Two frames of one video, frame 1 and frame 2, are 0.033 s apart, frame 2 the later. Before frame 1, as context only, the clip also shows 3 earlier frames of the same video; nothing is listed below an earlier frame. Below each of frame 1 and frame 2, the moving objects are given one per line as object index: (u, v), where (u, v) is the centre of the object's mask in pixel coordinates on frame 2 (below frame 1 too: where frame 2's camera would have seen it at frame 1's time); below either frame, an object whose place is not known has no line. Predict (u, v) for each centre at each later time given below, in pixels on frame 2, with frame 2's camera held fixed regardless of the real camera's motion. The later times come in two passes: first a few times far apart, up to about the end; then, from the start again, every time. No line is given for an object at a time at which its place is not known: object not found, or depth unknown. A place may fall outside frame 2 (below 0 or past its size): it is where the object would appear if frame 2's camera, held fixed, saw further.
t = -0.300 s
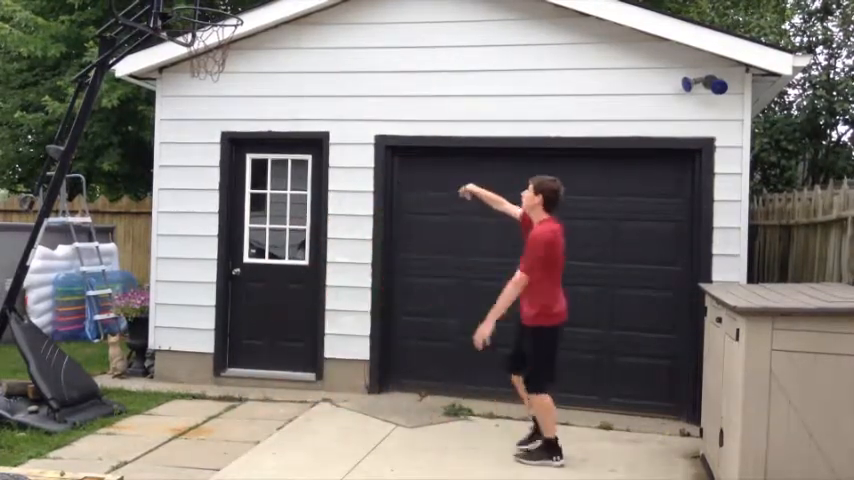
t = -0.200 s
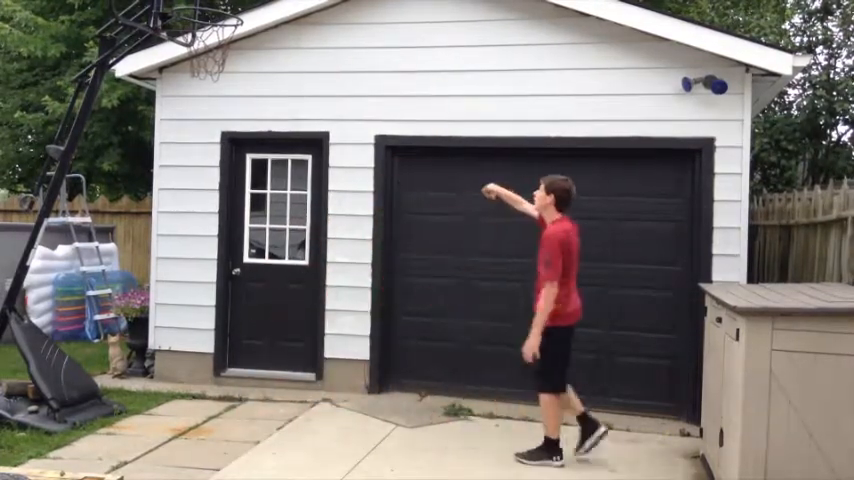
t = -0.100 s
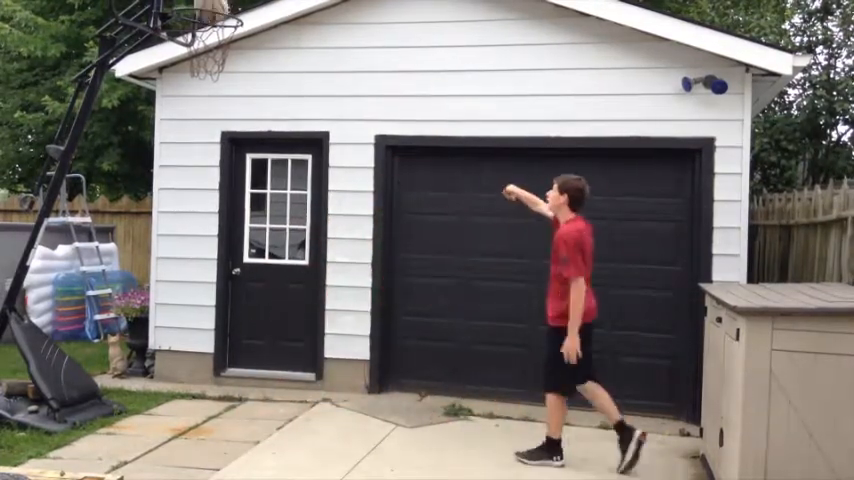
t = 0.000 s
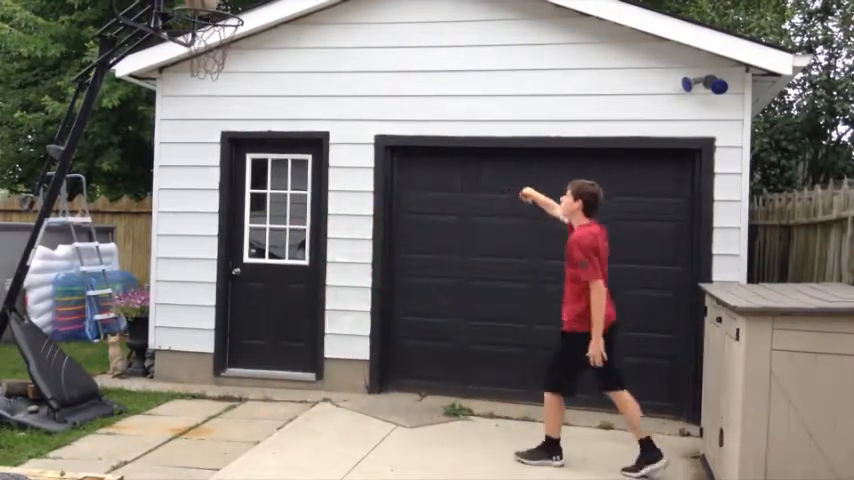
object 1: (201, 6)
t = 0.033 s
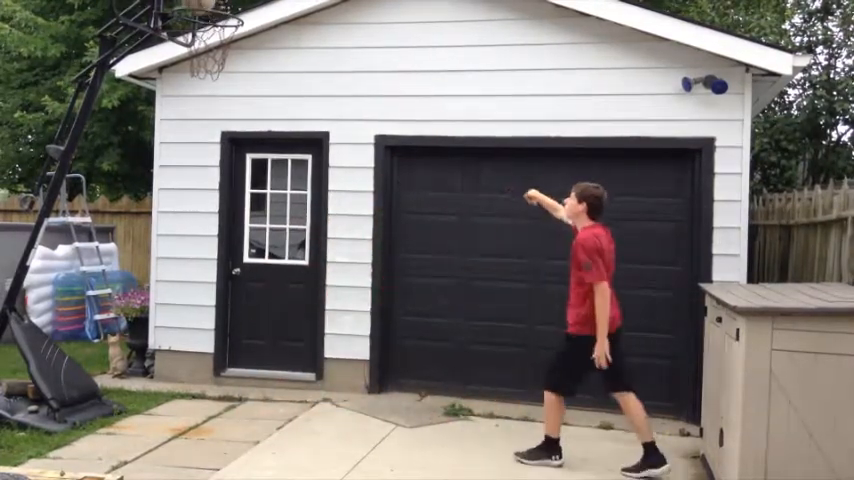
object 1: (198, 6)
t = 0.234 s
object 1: (202, 10)
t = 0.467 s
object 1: (220, 47)
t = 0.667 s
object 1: (218, 91)
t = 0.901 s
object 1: (213, 205)
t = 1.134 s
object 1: (202, 387)
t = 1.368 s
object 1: (205, 281)
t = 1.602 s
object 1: (208, 205)
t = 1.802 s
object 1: (208, 195)
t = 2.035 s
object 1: (206, 251)
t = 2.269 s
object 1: (202, 377)
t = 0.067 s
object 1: (195, 6)
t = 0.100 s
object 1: (192, 6)
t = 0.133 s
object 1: (191, 7)
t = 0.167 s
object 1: (194, 8)
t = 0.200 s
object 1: (198, 8)
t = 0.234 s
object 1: (202, 10)
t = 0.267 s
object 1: (204, 12)
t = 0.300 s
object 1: (208, 15)
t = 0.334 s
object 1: (210, 18)
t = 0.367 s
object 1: (212, 24)
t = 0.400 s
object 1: (216, 31)
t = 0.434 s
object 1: (219, 40)
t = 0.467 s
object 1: (220, 47)
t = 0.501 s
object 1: (221, 53)
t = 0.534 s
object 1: (221, 57)
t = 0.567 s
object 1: (219, 63)
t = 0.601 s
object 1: (219, 70)
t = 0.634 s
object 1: (218, 79)
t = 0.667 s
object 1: (218, 91)
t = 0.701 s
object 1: (217, 104)
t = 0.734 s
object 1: (216, 117)
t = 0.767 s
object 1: (215, 132)
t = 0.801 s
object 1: (215, 146)
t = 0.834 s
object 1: (215, 165)
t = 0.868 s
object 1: (214, 184)
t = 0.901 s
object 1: (213, 205)
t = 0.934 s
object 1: (212, 227)
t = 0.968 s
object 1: (211, 251)
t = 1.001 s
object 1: (209, 275)
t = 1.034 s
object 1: (207, 301)
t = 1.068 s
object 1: (206, 329)
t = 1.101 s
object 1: (205, 356)
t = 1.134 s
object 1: (202, 387)
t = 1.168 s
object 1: (200, 401)
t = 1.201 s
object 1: (202, 376)
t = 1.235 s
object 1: (204, 353)
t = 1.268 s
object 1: (204, 335)
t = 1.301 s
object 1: (204, 315)
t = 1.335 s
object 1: (205, 298)
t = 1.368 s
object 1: (205, 281)
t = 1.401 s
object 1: (206, 266)
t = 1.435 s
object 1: (207, 252)
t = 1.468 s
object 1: (207, 239)
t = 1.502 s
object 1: (207, 229)
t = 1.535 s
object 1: (207, 219)
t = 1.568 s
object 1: (208, 211)
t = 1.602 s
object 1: (208, 205)
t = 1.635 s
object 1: (208, 200)
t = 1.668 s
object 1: (208, 196)
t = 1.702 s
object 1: (208, 193)
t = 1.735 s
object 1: (208, 193)
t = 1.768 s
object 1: (208, 193)
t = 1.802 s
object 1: (208, 195)
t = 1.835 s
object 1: (208, 199)
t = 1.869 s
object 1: (207, 204)
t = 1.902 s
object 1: (207, 210)
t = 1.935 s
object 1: (207, 218)
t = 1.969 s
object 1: (207, 227)
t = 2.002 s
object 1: (207, 238)
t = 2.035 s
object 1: (206, 251)
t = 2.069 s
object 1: (205, 265)
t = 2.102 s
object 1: (205, 280)
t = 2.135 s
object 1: (204, 296)
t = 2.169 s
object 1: (203, 315)
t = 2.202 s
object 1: (203, 335)
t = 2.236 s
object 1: (202, 356)
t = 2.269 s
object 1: (202, 377)
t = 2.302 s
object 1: (200, 407)
